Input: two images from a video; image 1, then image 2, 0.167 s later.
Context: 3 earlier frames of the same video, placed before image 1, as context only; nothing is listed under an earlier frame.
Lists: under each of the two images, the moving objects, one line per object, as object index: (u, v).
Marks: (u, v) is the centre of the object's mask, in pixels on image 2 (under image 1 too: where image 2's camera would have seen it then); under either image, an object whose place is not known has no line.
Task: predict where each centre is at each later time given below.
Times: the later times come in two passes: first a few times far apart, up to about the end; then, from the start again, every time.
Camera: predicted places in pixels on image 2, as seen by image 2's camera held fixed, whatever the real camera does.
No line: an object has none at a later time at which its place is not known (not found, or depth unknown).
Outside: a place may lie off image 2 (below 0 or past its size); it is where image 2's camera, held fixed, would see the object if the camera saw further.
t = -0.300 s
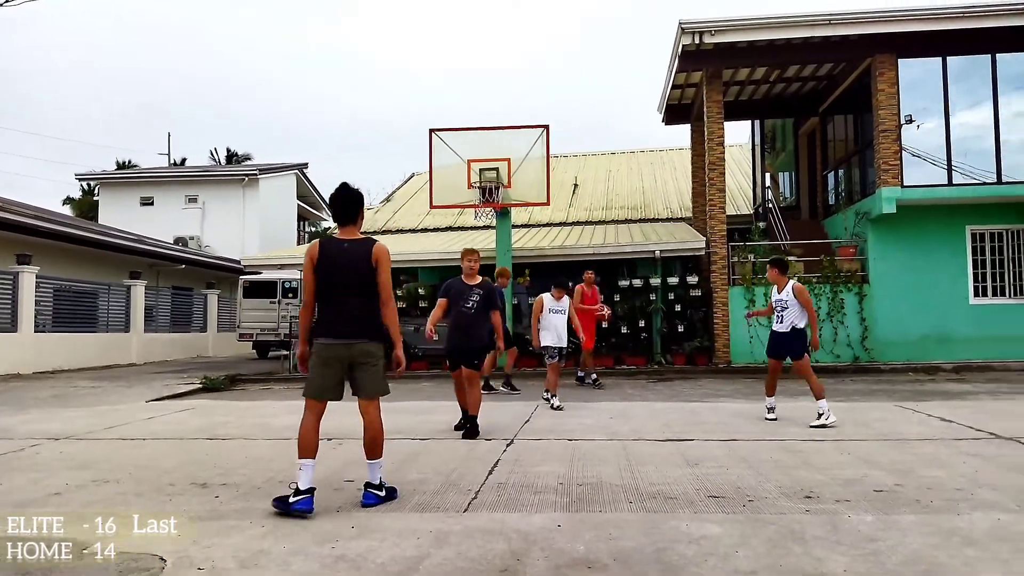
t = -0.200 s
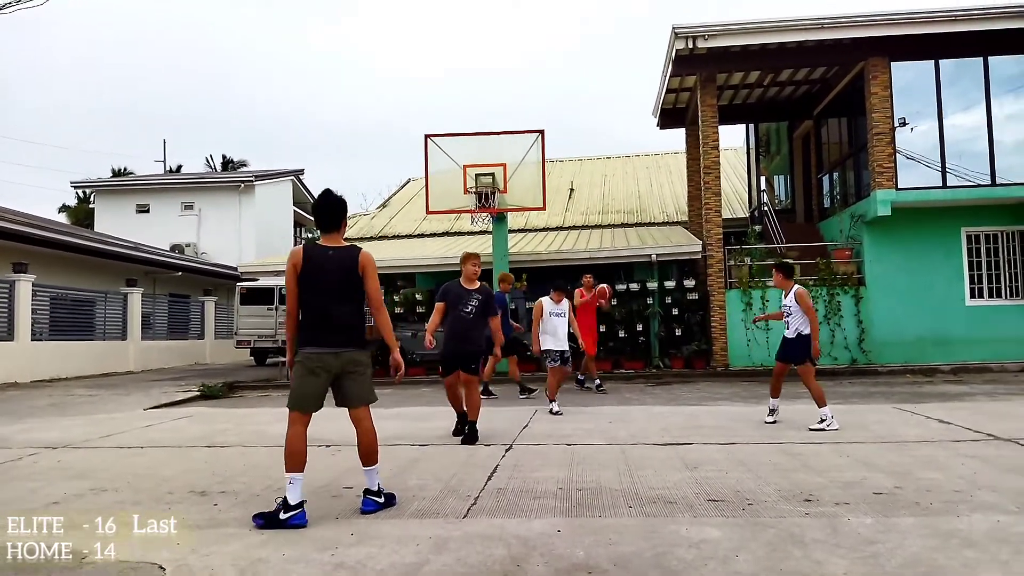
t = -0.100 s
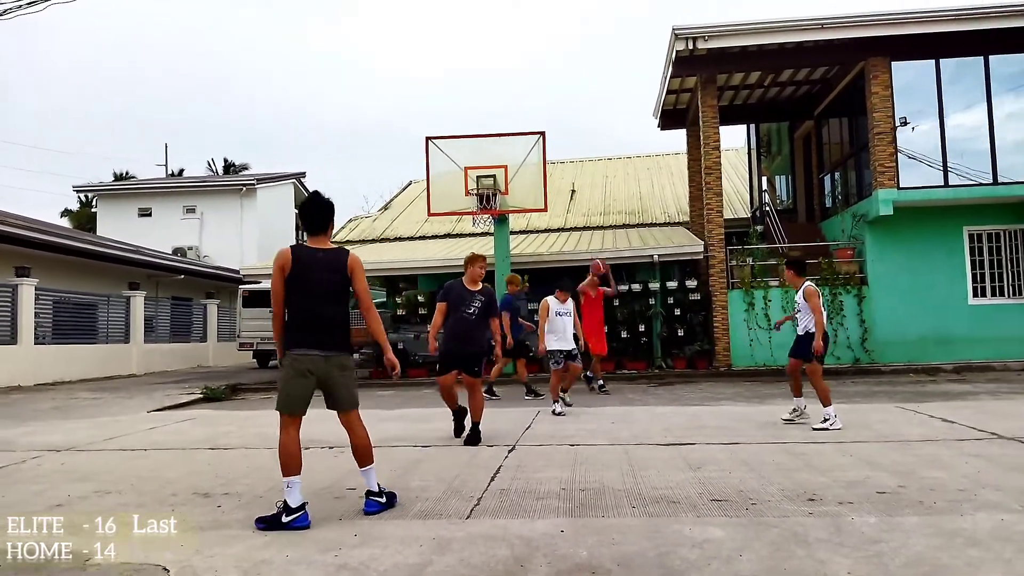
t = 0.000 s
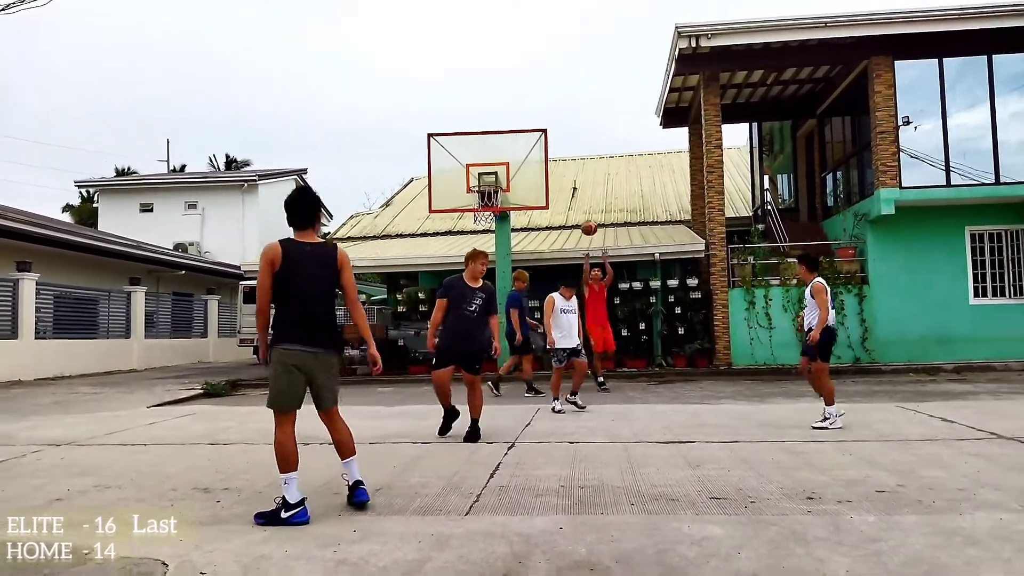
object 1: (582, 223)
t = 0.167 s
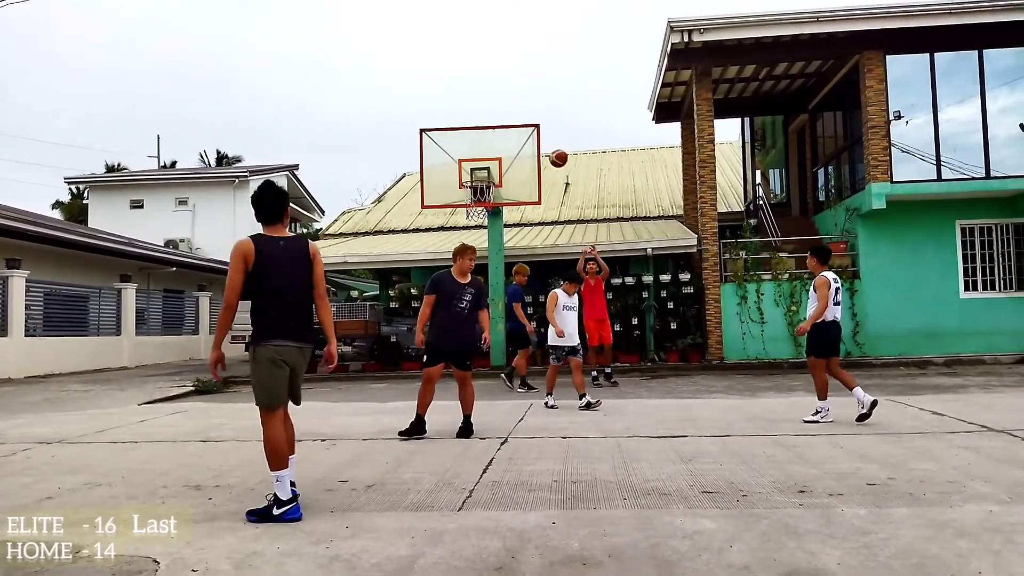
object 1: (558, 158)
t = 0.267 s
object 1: (542, 125)
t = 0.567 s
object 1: (483, 51)
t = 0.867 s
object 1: (401, 45)
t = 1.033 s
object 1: (338, 91)
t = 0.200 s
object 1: (553, 147)
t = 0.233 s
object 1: (548, 135)
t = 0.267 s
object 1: (542, 125)
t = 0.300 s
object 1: (536, 114)
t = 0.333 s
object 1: (530, 104)
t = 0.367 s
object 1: (524, 95)
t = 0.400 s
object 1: (518, 86)
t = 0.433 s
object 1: (511, 78)
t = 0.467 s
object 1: (505, 70)
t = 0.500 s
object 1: (498, 63)
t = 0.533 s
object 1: (490, 57)
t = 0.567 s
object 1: (483, 51)
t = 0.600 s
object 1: (475, 47)
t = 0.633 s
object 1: (467, 43)
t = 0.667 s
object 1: (459, 40)
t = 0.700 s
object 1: (450, 38)
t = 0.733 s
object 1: (441, 37)
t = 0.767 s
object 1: (432, 37)
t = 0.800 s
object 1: (422, 39)
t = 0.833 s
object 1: (412, 41)
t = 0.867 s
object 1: (401, 45)
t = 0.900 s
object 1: (390, 51)
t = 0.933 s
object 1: (379, 58)
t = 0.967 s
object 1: (367, 67)
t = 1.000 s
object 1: (353, 78)
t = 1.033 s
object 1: (338, 91)
